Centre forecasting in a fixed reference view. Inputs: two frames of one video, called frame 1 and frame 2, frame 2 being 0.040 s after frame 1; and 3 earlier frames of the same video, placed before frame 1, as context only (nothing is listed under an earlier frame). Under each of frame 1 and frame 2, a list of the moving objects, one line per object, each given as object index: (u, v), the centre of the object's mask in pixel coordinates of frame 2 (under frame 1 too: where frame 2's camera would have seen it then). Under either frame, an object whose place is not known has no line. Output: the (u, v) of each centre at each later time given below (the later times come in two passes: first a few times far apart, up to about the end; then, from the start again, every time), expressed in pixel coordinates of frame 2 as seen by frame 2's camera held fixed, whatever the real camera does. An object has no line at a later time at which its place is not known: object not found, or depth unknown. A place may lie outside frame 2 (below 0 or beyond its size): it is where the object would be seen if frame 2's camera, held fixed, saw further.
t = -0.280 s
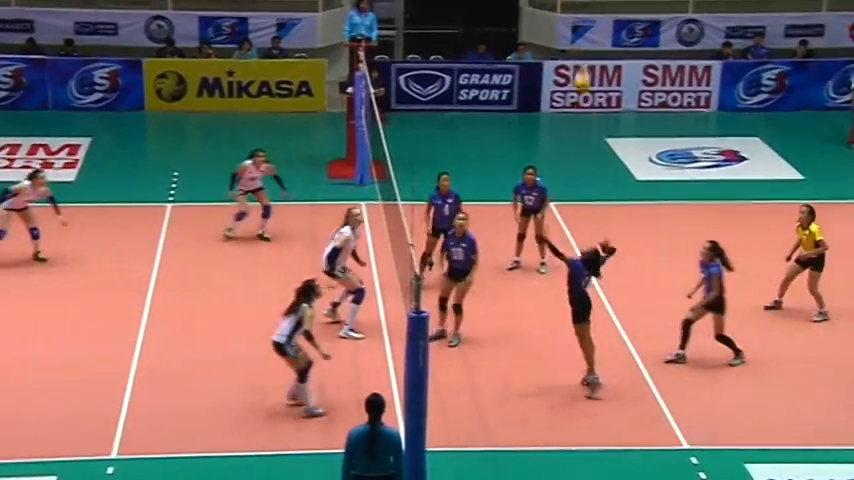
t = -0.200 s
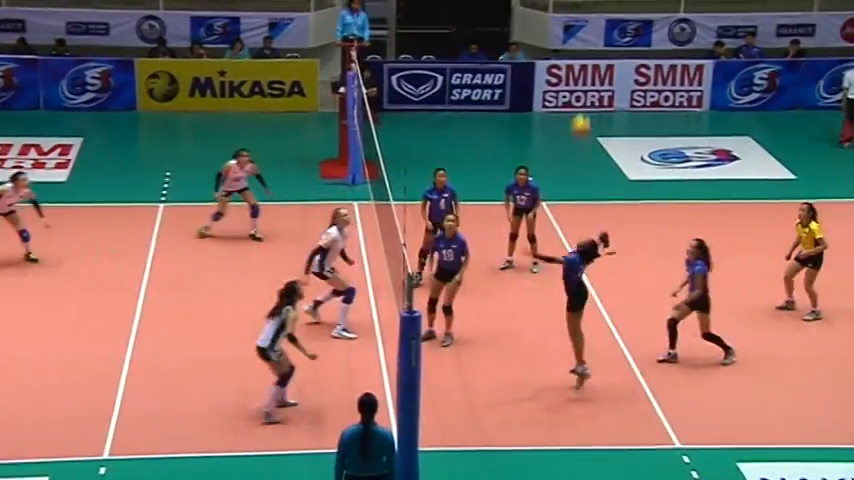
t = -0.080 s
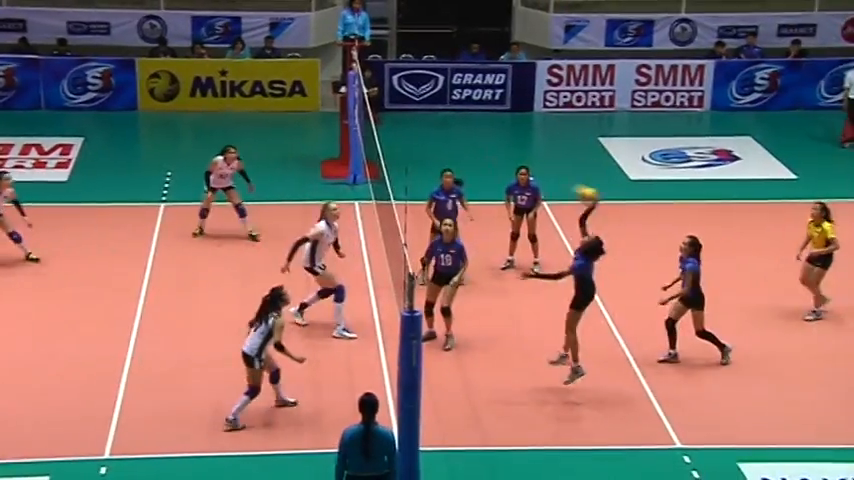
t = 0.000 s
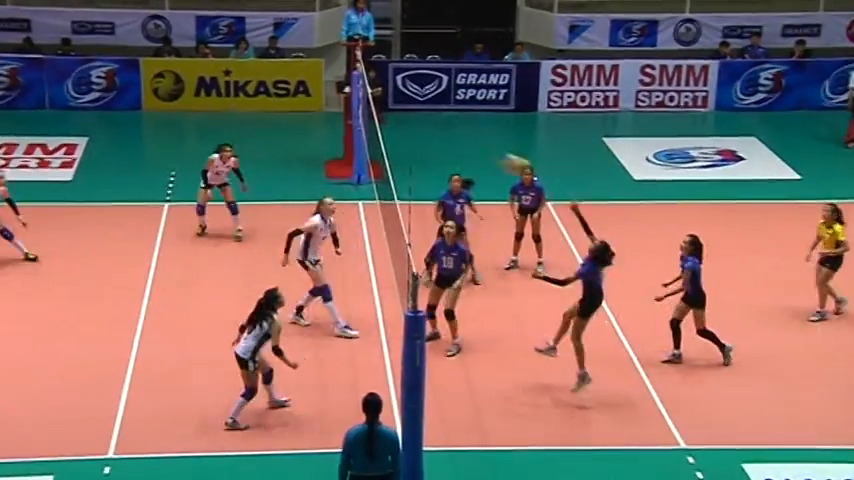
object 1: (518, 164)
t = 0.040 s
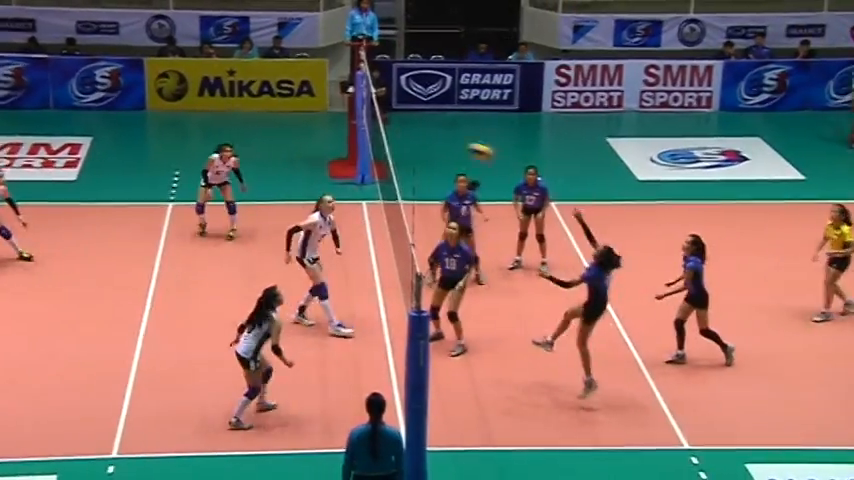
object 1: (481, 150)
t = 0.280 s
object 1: (264, 102)
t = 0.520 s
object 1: (62, 111)
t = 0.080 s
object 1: (445, 137)
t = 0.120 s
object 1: (408, 127)
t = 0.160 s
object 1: (371, 118)
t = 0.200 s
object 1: (335, 113)
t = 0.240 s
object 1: (300, 106)
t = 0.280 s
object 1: (264, 102)
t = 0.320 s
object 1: (231, 99)
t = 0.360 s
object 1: (195, 98)
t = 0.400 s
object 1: (161, 98)
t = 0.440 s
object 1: (129, 103)
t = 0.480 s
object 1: (95, 106)
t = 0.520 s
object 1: (62, 111)
